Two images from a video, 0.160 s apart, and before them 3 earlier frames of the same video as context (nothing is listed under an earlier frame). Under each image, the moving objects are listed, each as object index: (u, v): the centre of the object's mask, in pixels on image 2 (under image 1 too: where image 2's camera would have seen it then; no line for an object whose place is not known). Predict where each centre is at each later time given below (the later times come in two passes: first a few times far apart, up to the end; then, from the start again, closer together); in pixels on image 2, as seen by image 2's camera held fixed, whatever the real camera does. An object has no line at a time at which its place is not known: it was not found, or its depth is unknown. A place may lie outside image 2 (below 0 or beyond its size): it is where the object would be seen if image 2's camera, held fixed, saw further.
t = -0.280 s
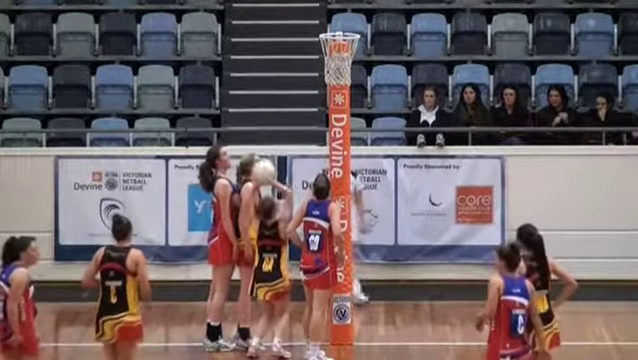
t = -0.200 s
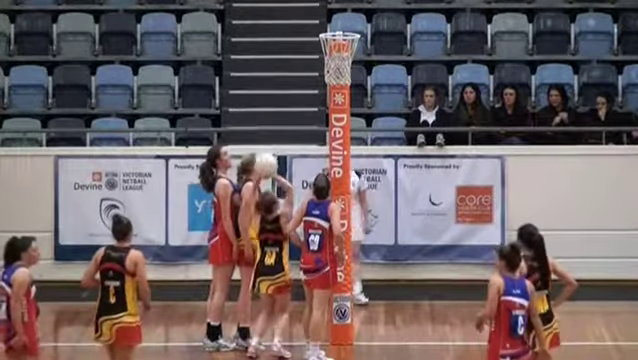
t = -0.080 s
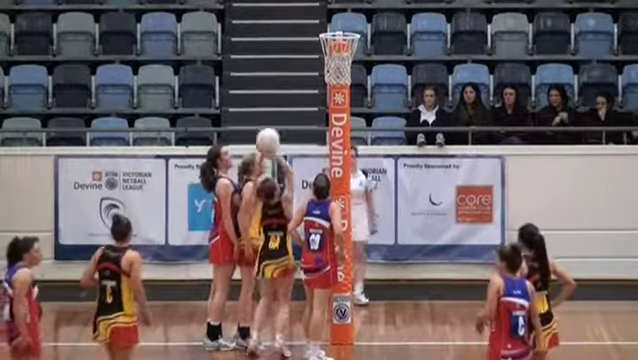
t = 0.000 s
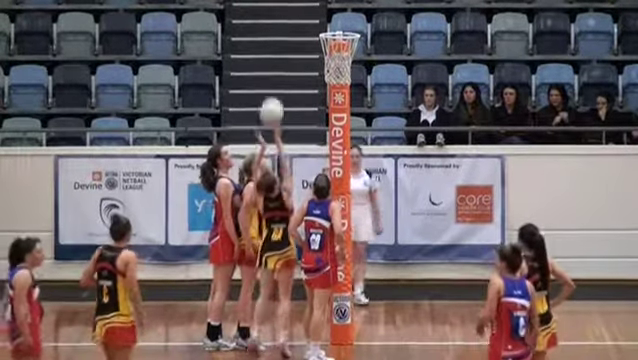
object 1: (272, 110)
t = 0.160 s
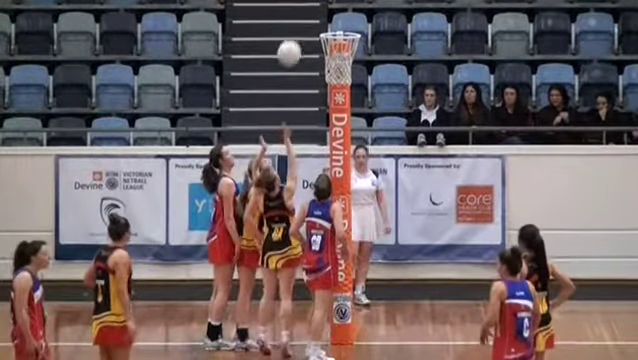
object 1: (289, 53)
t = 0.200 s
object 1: (293, 42)
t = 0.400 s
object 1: (314, 14)
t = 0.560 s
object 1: (330, 17)
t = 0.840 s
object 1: (356, 67)
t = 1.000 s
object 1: (349, 89)
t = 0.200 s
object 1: (293, 42)
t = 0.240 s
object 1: (297, 33)
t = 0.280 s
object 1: (301, 26)
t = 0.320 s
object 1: (306, 20)
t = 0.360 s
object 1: (310, 15)
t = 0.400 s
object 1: (314, 14)
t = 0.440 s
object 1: (318, 13)
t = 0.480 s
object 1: (323, 13)
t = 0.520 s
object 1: (327, 15)
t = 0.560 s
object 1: (330, 17)
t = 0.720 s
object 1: (348, 46)
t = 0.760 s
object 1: (354, 60)
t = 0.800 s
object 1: (355, 64)
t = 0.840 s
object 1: (356, 67)
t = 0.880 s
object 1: (352, 69)
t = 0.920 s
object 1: (350, 74)
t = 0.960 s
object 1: (350, 81)
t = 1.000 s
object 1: (349, 89)
